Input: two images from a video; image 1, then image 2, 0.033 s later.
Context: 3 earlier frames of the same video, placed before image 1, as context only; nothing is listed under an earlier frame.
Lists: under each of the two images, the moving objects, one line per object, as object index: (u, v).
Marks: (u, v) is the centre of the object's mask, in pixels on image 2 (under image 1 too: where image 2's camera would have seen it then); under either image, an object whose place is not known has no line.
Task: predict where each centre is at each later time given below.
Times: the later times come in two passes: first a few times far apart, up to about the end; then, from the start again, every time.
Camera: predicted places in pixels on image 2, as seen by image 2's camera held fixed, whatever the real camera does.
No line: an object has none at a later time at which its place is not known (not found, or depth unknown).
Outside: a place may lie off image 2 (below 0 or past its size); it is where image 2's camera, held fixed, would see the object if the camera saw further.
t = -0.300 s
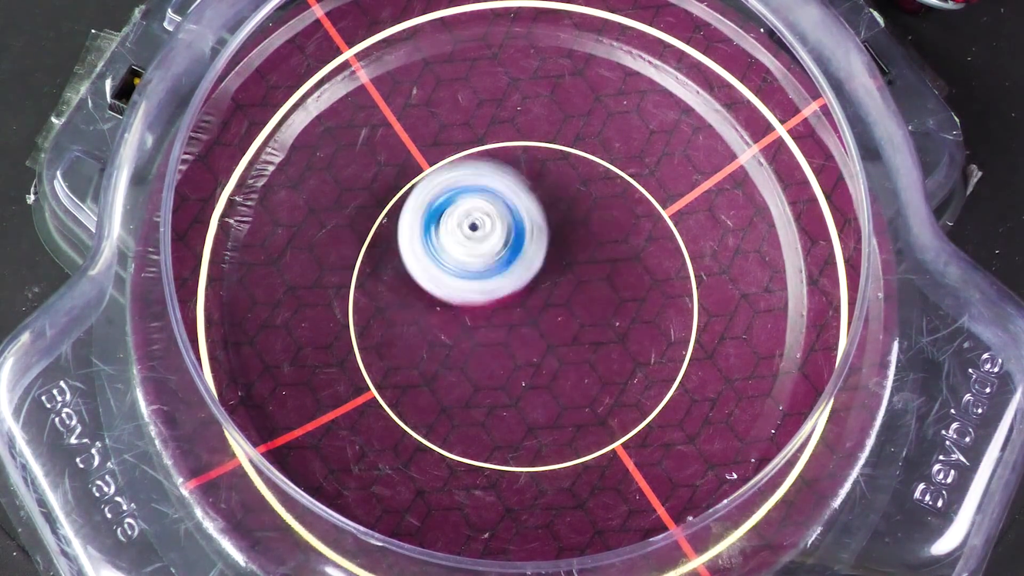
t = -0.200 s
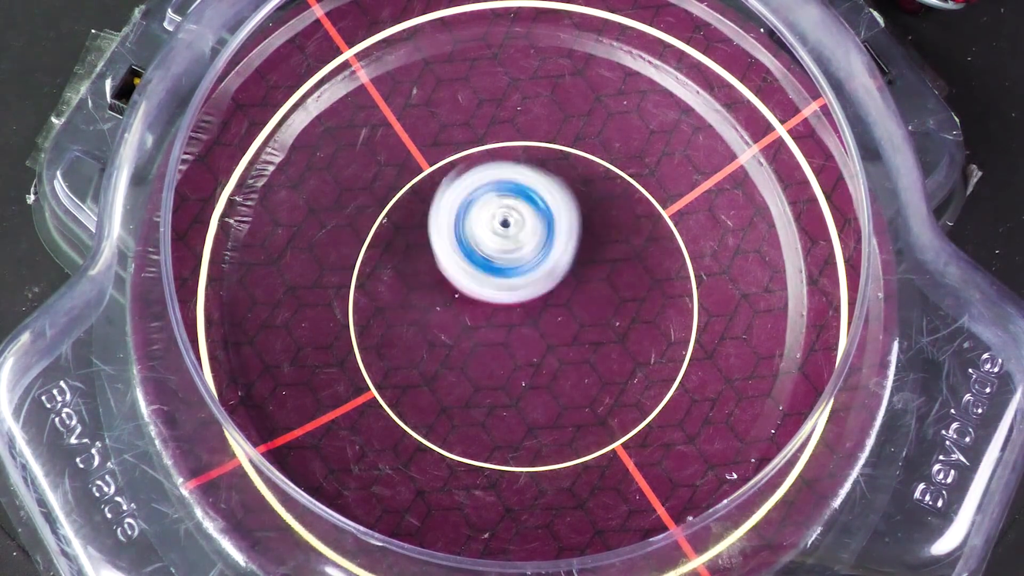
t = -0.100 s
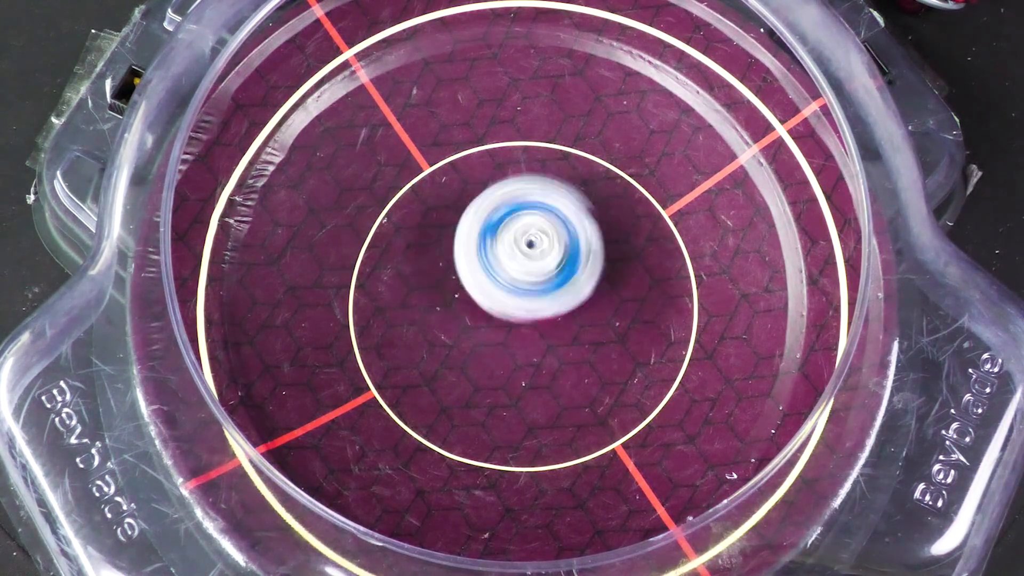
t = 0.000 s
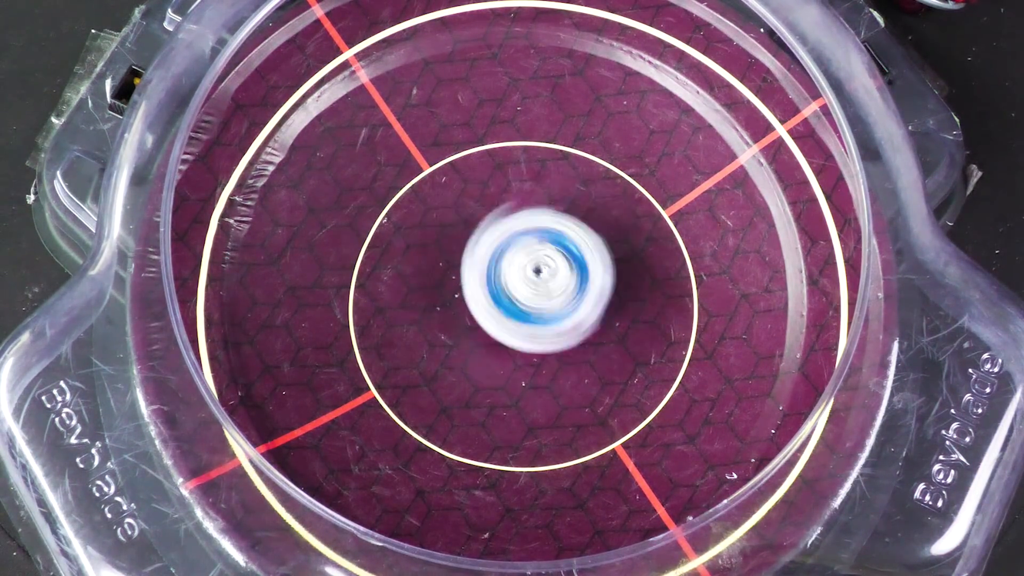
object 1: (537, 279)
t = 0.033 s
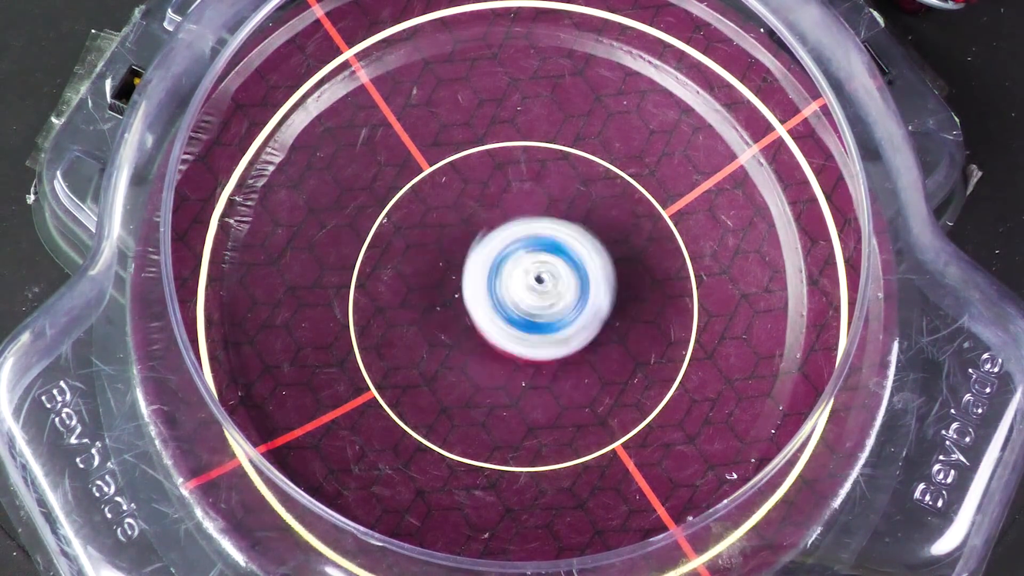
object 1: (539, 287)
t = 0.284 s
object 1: (483, 313)
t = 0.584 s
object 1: (509, 252)
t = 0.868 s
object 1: (561, 291)
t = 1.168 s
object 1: (498, 277)
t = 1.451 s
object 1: (535, 231)
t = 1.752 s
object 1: (520, 288)
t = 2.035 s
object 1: (480, 248)
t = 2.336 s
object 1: (529, 268)
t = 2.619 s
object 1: (489, 299)
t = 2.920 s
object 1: (501, 256)
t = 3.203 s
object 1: (549, 280)
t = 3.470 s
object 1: (514, 296)
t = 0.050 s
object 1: (533, 291)
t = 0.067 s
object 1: (536, 297)
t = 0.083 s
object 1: (532, 301)
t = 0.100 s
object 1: (530, 303)
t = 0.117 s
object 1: (526, 310)
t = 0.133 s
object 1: (524, 311)
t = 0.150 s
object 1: (522, 314)
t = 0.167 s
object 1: (513, 316)
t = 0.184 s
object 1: (513, 319)
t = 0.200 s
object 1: (507, 319)
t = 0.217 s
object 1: (502, 318)
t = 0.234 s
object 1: (497, 321)
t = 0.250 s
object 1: (494, 317)
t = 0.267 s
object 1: (491, 317)
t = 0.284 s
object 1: (483, 313)
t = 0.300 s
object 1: (484, 313)
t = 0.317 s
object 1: (479, 308)
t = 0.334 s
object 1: (477, 302)
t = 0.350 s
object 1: (473, 301)
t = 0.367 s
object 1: (475, 294)
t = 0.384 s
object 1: (475, 291)
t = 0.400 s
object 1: (472, 284)
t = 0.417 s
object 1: (476, 283)
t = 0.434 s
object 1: (476, 277)
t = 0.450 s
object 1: (481, 271)
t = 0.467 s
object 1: (480, 270)
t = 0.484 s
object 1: (486, 265)
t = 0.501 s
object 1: (489, 262)
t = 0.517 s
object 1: (492, 257)
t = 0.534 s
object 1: (497, 258)
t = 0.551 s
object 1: (502, 254)
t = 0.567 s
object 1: (508, 252)
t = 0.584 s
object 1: (509, 252)
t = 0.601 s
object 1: (518, 251)
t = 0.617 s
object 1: (521, 251)
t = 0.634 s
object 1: (526, 249)
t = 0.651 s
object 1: (530, 253)
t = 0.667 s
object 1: (535, 252)
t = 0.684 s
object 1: (541, 255)
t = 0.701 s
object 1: (541, 256)
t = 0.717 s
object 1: (549, 260)
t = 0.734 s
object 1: (551, 262)
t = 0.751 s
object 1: (554, 263)
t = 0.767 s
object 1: (555, 270)
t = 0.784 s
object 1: (559, 271)
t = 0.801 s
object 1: (561, 276)
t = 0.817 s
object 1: (559, 279)
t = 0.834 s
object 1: (562, 285)
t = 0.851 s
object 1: (560, 287)
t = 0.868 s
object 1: (561, 291)
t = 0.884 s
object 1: (555, 296)
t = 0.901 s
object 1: (556, 299)
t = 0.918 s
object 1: (552, 302)
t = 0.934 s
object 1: (547, 302)
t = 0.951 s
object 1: (543, 307)
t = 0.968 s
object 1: (539, 306)
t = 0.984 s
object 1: (536, 307)
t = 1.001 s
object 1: (527, 307)
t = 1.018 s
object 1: (527, 307)
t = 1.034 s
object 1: (520, 305)
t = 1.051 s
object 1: (517, 301)
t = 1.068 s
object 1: (510, 301)
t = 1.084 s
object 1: (509, 297)
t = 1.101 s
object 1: (506, 295)
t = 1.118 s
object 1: (500, 288)
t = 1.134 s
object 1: (500, 288)
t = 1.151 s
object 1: (497, 281)
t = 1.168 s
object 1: (498, 277)
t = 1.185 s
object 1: (492, 272)
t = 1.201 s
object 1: (495, 270)
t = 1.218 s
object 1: (494, 265)
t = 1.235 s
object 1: (496, 258)
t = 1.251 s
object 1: (493, 257)
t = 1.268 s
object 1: (498, 251)
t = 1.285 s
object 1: (499, 248)
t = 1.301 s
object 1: (500, 242)
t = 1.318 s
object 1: (503, 243)
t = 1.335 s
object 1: (507, 237)
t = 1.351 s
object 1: (511, 235)
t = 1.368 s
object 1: (511, 233)
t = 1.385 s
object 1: (519, 233)
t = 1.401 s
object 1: (521, 231)
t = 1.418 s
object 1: (526, 229)
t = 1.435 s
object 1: (528, 232)
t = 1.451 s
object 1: (535, 231)
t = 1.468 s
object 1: (537, 234)
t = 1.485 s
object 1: (540, 235)
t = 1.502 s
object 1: (543, 241)
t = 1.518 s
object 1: (547, 241)
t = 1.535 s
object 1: (549, 245)
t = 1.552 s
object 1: (547, 249)
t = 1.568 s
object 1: (551, 255)
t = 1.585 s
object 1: (549, 258)
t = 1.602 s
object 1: (549, 261)
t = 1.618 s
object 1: (544, 267)
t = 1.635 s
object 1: (546, 270)
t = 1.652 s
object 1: (543, 273)
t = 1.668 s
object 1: (539, 275)
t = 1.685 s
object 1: (535, 281)
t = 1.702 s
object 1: (532, 281)
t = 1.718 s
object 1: (529, 284)
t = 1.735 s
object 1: (521, 284)
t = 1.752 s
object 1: (520, 288)
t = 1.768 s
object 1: (514, 287)
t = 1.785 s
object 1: (512, 286)
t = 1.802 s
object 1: (503, 286)
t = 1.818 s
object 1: (503, 286)
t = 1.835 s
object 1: (497, 284)
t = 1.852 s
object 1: (494, 281)
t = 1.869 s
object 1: (487, 282)
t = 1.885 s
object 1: (487, 278)
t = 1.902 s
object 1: (484, 276)
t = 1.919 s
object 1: (480, 271)
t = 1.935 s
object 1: (478, 271)
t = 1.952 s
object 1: (478, 265)
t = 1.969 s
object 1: (477, 263)
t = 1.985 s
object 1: (474, 256)
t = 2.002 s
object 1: (476, 256)
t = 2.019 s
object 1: (477, 251)
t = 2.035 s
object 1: (480, 248)
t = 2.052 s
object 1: (478, 245)
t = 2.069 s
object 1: (484, 244)
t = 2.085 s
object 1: (486, 240)
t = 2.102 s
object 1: (492, 238)
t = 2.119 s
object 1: (492, 239)
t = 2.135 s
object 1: (500, 239)
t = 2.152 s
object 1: (502, 238)
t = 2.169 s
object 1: (506, 237)
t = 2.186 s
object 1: (508, 242)
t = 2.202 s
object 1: (515, 242)
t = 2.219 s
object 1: (517, 246)
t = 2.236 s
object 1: (519, 246)
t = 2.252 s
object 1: (521, 253)
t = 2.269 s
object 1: (525, 254)
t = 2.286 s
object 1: (527, 258)
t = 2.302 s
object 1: (526, 259)
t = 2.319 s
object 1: (529, 266)
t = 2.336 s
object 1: (529, 268)
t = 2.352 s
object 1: (531, 273)
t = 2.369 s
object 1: (526, 276)
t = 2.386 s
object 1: (529, 282)
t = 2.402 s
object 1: (527, 284)
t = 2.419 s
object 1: (527, 287)
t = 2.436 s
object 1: (521, 291)
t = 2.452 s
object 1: (523, 295)
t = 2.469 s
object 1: (518, 297)
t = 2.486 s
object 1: (516, 298)
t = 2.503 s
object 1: (510, 302)
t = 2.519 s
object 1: (511, 303)
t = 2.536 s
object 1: (505, 304)
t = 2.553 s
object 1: (502, 302)
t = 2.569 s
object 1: (498, 305)
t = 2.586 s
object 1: (497, 302)
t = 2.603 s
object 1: (493, 303)
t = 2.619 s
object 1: (489, 299)
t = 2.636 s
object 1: (485, 301)
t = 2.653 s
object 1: (486, 297)
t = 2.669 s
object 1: (484, 296)
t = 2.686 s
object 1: (481, 291)
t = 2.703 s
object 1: (482, 293)
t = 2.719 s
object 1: (480, 286)
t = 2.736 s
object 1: (481, 285)
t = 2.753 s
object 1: (478, 279)
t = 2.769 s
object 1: (479, 281)
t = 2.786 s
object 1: (481, 277)
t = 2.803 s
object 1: (483, 275)
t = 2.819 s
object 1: (481, 270)
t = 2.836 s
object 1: (485, 270)
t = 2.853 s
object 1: (487, 264)
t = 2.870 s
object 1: (492, 262)
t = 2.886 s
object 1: (492, 259)
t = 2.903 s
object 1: (498, 259)
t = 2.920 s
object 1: (501, 256)
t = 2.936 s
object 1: (506, 255)
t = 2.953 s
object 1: (506, 253)
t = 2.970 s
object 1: (512, 255)
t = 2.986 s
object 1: (515, 253)
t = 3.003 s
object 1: (521, 253)
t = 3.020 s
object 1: (521, 254)
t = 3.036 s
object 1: (529, 257)
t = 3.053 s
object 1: (531, 257)
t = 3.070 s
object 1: (537, 259)
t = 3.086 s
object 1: (535, 261)
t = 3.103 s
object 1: (542, 265)
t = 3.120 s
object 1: (542, 267)
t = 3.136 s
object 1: (546, 269)
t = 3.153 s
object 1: (543, 273)
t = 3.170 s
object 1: (549, 276)
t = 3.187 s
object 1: (546, 279)
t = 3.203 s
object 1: (549, 280)
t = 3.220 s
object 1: (543, 284)
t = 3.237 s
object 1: (547, 287)
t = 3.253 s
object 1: (544, 288)
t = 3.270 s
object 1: (545, 289)
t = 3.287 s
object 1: (539, 293)
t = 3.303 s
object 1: (541, 294)
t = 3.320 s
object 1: (536, 296)
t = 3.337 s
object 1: (536, 296)
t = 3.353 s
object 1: (528, 299)
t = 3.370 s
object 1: (531, 301)
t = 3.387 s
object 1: (527, 300)
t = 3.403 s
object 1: (527, 299)
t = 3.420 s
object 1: (520, 300)
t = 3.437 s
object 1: (521, 300)
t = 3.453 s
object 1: (515, 299)
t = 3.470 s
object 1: (514, 296)
